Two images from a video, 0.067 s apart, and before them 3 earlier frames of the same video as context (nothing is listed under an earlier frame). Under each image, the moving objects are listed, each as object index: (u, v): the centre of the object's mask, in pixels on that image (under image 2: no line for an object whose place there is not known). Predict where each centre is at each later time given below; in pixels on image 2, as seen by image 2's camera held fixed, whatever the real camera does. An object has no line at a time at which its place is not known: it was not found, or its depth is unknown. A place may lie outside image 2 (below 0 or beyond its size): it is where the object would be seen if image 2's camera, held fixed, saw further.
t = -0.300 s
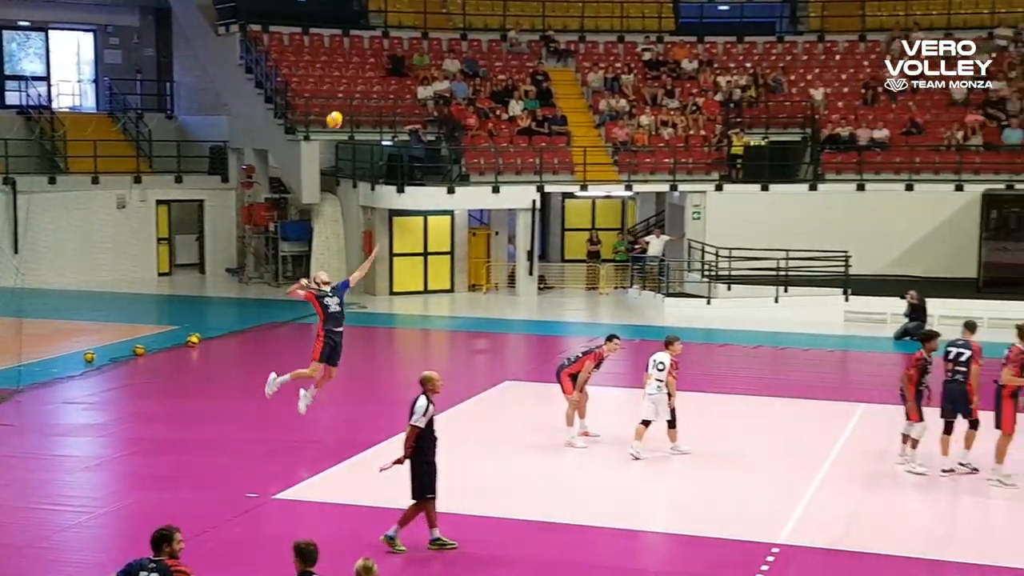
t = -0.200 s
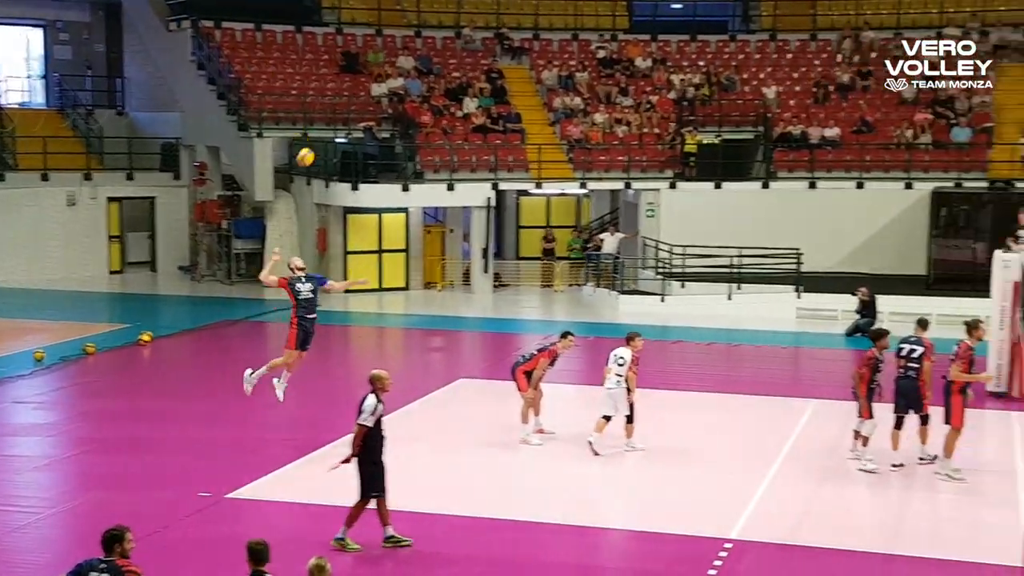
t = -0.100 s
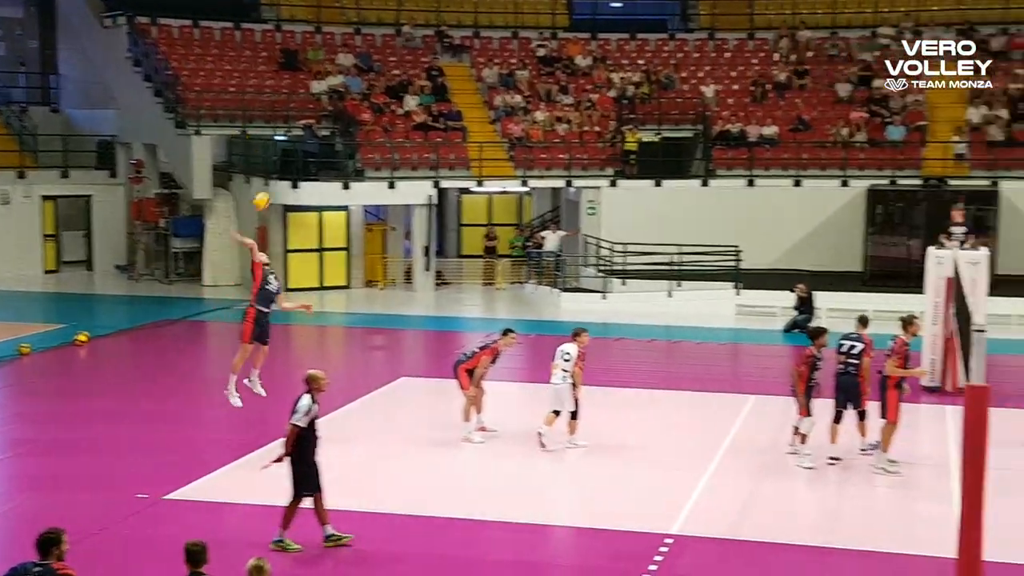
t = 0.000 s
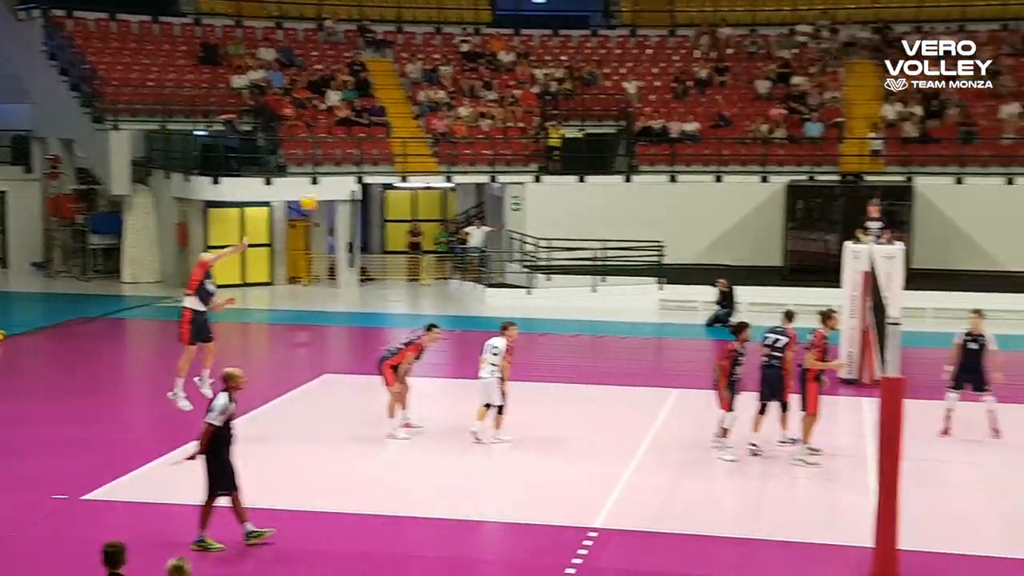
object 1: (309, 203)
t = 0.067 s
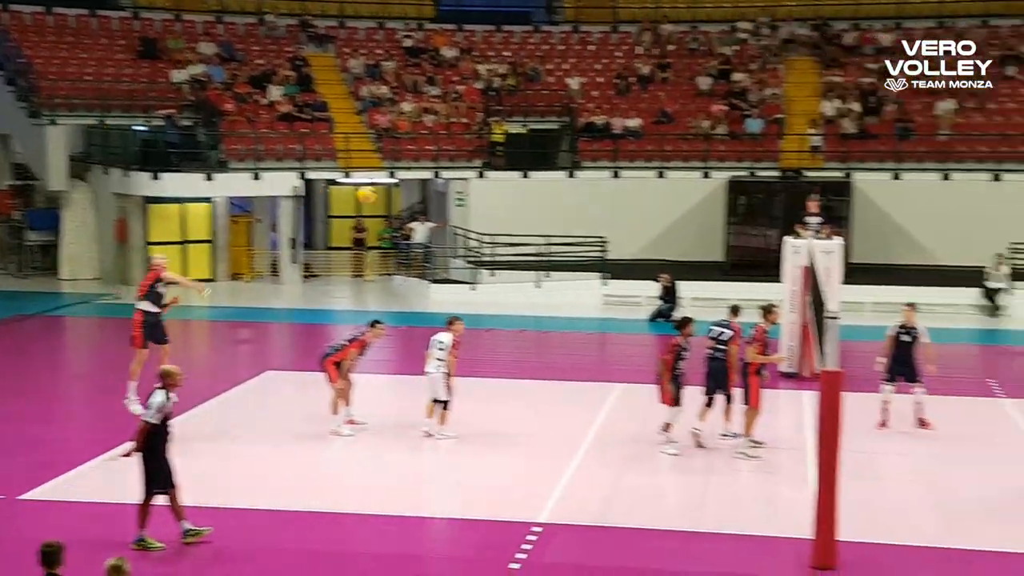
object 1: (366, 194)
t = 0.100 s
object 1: (422, 195)
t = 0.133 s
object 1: (476, 197)
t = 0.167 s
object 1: (530, 202)
